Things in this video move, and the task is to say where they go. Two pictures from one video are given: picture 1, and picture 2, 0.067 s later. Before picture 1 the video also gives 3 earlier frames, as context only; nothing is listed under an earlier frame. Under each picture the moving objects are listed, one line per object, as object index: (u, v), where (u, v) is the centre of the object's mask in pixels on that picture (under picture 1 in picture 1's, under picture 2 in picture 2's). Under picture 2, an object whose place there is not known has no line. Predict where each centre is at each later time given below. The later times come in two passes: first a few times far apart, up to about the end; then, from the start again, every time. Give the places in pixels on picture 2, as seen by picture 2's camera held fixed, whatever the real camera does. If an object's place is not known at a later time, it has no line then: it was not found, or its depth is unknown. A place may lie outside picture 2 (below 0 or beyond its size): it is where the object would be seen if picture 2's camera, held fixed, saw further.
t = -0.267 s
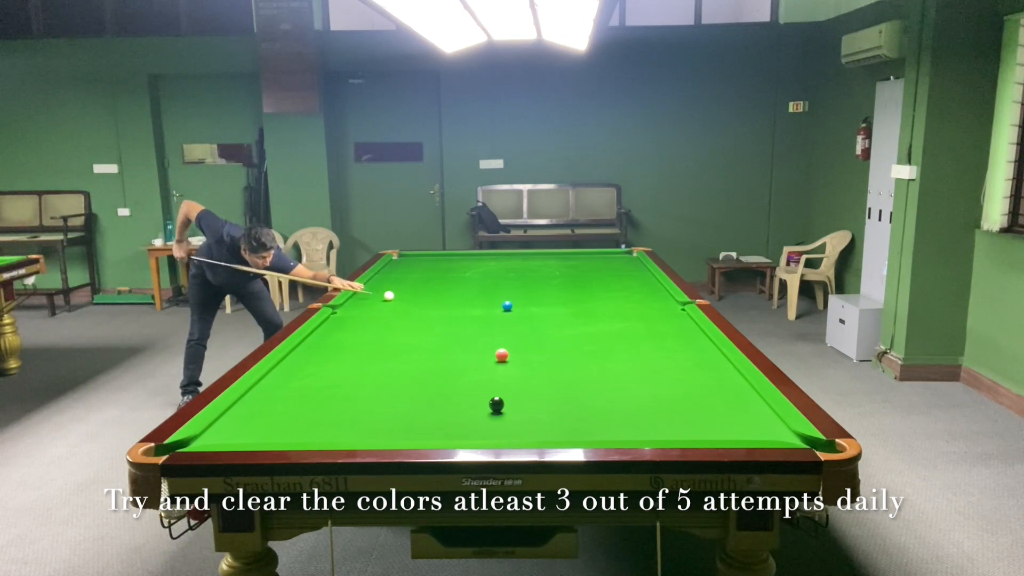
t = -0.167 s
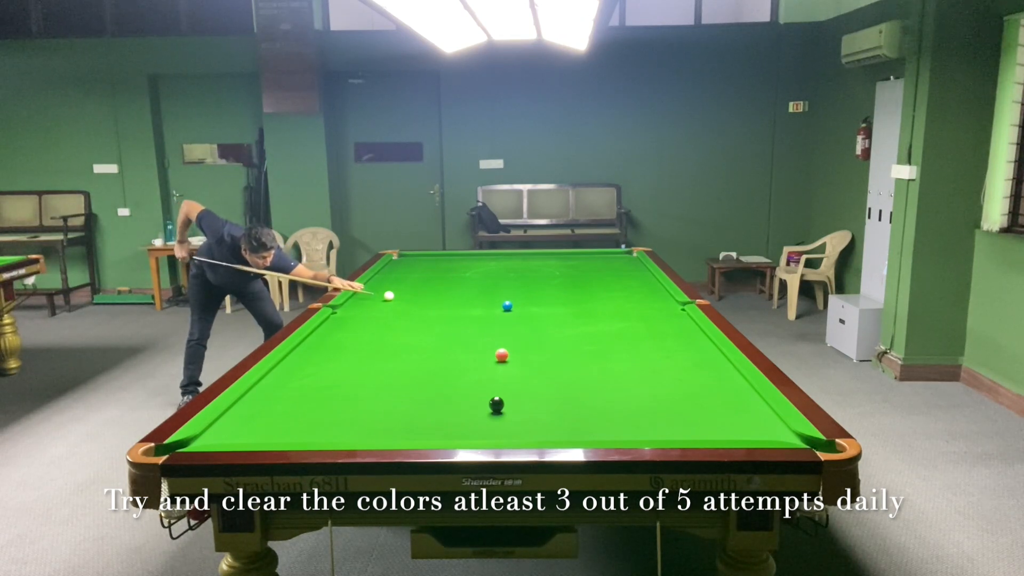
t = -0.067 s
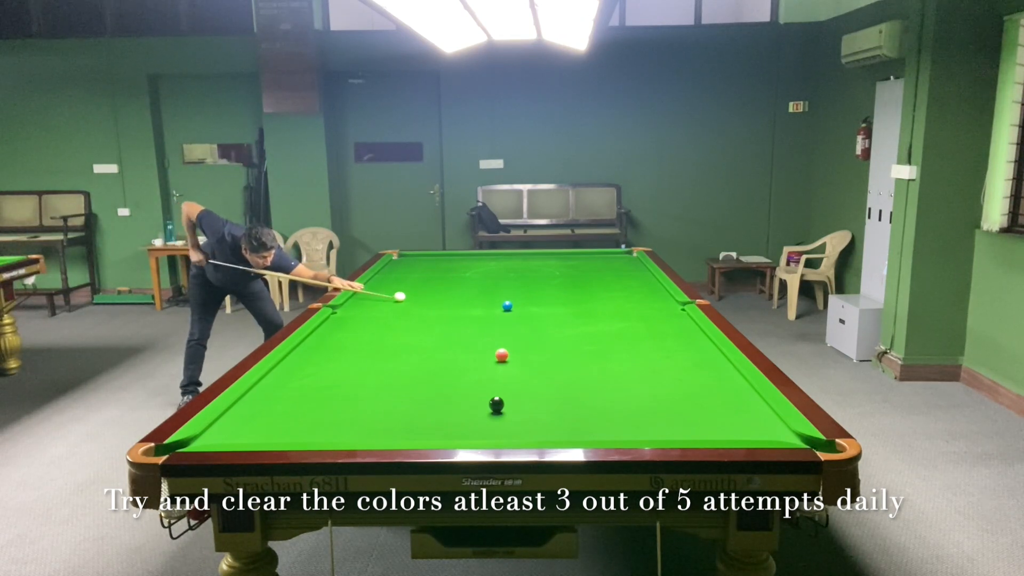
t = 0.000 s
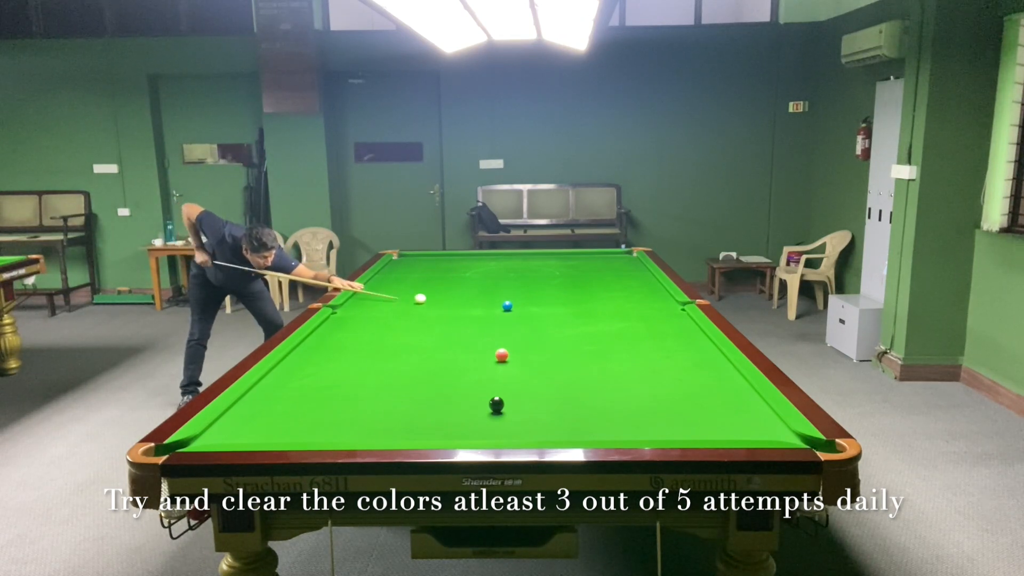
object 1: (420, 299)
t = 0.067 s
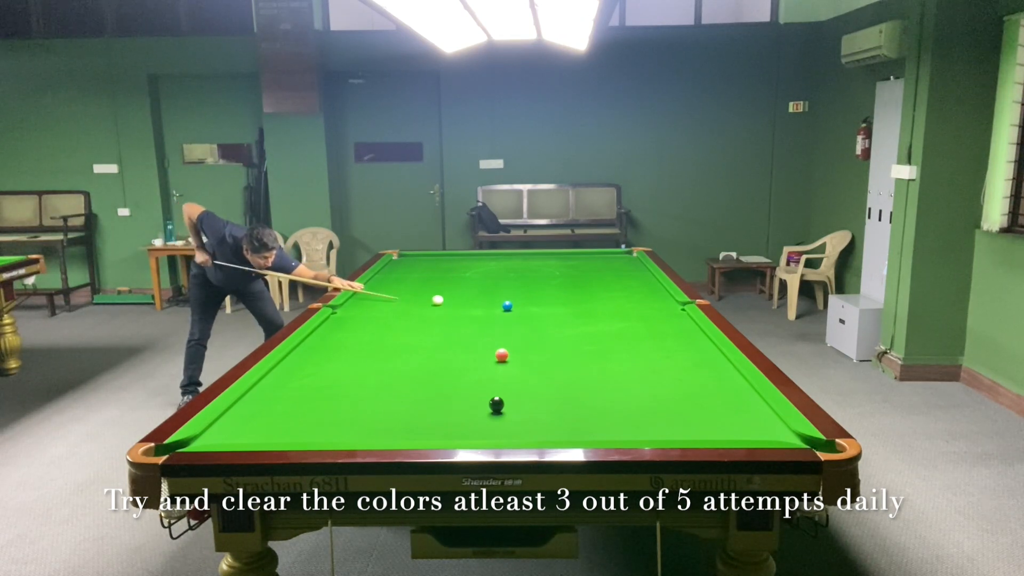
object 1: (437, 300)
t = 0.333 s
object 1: (498, 307)
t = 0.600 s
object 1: (511, 314)
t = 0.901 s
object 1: (523, 321)
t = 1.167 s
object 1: (533, 326)
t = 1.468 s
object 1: (542, 330)
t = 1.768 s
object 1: (548, 333)
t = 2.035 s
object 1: (551, 334)
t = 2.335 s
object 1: (551, 335)
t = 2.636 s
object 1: (551, 335)
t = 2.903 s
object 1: (551, 335)
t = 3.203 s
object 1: (551, 335)
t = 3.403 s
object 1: (551, 335)
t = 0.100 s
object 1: (446, 301)
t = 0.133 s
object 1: (455, 302)
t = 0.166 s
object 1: (464, 303)
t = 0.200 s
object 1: (473, 303)
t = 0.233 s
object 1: (482, 304)
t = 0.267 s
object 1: (491, 305)
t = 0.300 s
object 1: (497, 306)
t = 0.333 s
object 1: (498, 307)
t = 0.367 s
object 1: (500, 308)
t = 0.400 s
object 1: (502, 309)
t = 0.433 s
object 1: (503, 310)
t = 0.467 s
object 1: (505, 310)
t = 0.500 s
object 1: (506, 311)
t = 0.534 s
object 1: (508, 312)
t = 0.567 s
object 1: (509, 313)
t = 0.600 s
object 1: (511, 314)
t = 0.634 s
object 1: (512, 315)
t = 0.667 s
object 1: (514, 315)
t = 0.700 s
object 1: (515, 316)
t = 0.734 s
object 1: (517, 317)
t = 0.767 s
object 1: (518, 318)
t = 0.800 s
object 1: (520, 319)
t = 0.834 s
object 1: (521, 319)
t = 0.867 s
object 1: (522, 320)
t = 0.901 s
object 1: (523, 321)
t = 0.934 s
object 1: (525, 321)
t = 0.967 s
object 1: (526, 322)
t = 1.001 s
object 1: (527, 323)
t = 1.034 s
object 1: (528, 323)
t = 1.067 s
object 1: (530, 324)
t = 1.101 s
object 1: (531, 324)
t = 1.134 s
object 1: (532, 325)
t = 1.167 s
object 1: (533, 326)
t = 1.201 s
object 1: (534, 326)
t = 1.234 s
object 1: (535, 327)
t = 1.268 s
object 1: (536, 328)
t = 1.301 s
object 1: (537, 328)
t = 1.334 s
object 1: (538, 329)
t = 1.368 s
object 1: (539, 329)
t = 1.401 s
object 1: (540, 330)
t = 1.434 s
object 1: (541, 330)
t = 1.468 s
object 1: (542, 330)
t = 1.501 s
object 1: (542, 331)
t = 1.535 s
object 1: (543, 331)
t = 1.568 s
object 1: (544, 332)
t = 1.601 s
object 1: (544, 332)
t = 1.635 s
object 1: (545, 332)
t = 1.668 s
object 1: (546, 332)
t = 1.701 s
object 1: (547, 333)
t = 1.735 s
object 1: (547, 333)
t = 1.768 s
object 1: (548, 333)
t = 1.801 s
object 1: (548, 334)
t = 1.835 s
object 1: (549, 334)
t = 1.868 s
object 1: (549, 334)
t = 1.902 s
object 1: (550, 334)
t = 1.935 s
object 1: (550, 334)
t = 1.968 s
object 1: (550, 334)
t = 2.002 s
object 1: (551, 334)
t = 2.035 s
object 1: (551, 334)
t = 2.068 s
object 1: (551, 335)
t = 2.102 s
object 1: (551, 335)
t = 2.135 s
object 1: (551, 335)
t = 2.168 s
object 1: (551, 335)
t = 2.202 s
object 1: (551, 335)
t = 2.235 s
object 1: (551, 335)
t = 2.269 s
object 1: (551, 335)
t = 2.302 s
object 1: (551, 335)
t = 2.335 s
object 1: (551, 335)
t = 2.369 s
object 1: (551, 335)
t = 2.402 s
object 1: (551, 335)
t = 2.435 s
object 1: (551, 335)
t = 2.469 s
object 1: (551, 335)
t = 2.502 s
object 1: (551, 335)
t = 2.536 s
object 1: (551, 335)
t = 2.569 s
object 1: (551, 335)
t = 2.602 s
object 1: (551, 335)
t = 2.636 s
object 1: (551, 335)
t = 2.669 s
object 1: (551, 335)
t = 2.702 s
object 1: (551, 335)
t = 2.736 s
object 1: (551, 335)
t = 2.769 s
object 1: (551, 335)
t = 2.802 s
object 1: (551, 335)
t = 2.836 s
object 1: (551, 335)
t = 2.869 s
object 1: (551, 335)
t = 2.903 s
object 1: (551, 335)
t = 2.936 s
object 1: (551, 335)
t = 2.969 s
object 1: (551, 335)
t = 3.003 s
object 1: (551, 335)
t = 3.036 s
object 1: (551, 335)
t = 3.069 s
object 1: (551, 335)
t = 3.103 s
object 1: (551, 335)
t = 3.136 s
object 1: (551, 335)
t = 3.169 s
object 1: (551, 335)
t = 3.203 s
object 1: (551, 335)
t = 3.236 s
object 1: (551, 335)
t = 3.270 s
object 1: (551, 335)
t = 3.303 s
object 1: (551, 335)
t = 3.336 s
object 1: (551, 335)
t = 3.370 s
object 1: (551, 335)
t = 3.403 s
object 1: (551, 335)
